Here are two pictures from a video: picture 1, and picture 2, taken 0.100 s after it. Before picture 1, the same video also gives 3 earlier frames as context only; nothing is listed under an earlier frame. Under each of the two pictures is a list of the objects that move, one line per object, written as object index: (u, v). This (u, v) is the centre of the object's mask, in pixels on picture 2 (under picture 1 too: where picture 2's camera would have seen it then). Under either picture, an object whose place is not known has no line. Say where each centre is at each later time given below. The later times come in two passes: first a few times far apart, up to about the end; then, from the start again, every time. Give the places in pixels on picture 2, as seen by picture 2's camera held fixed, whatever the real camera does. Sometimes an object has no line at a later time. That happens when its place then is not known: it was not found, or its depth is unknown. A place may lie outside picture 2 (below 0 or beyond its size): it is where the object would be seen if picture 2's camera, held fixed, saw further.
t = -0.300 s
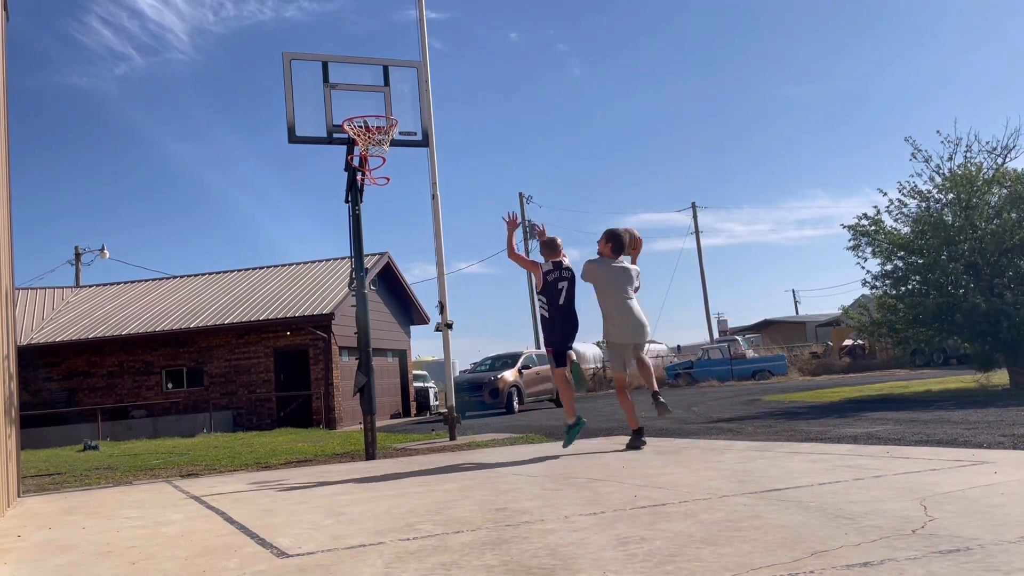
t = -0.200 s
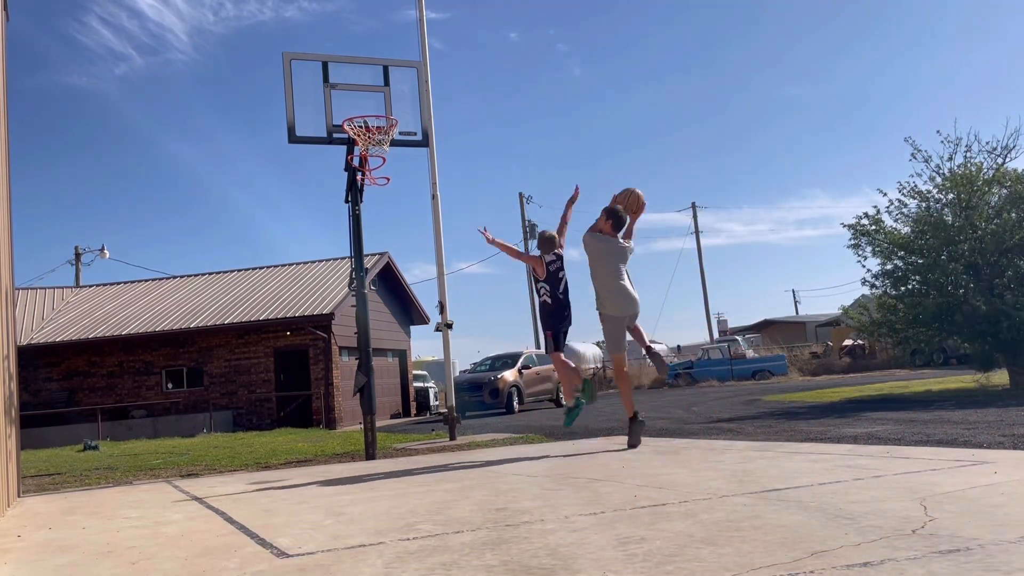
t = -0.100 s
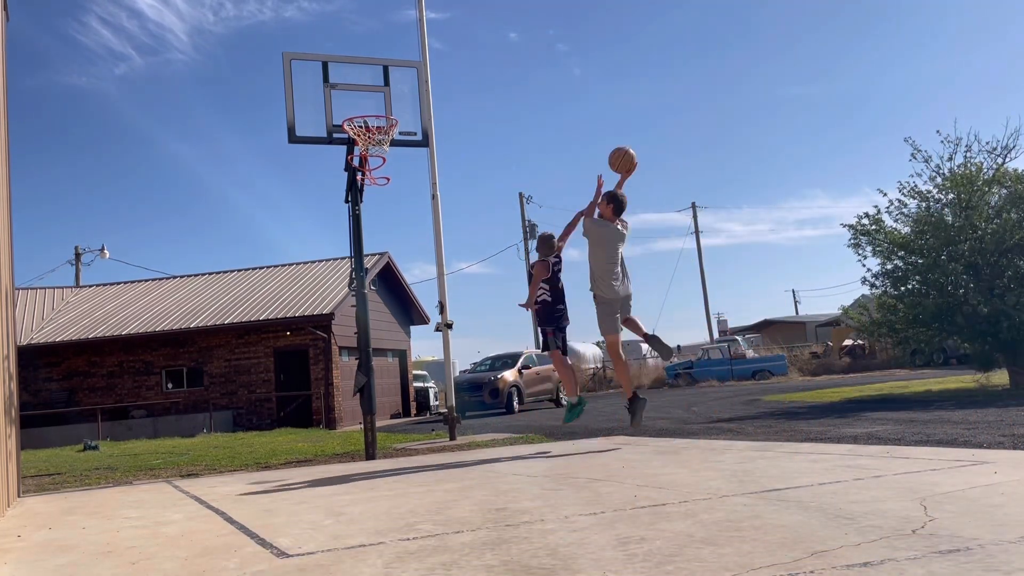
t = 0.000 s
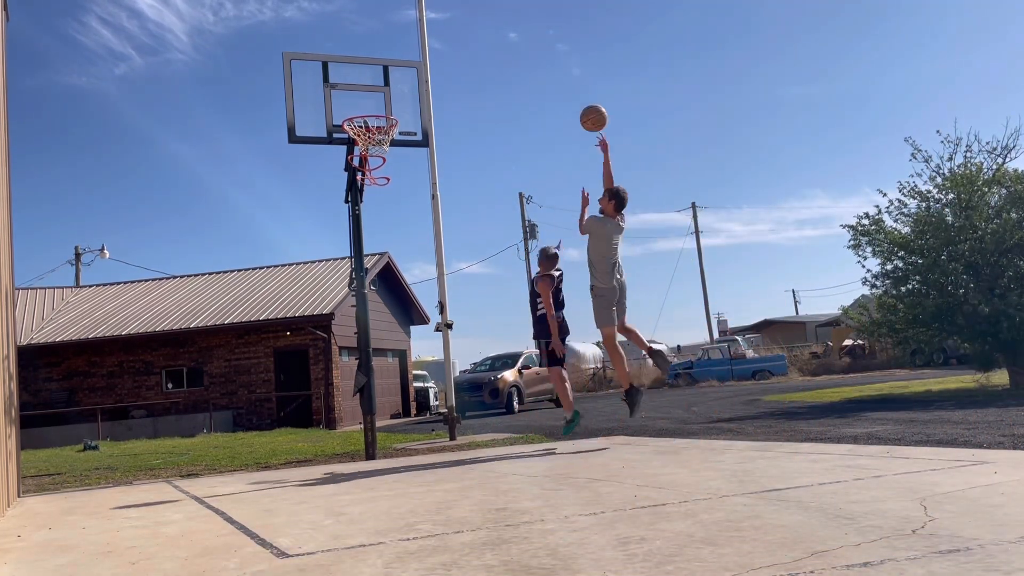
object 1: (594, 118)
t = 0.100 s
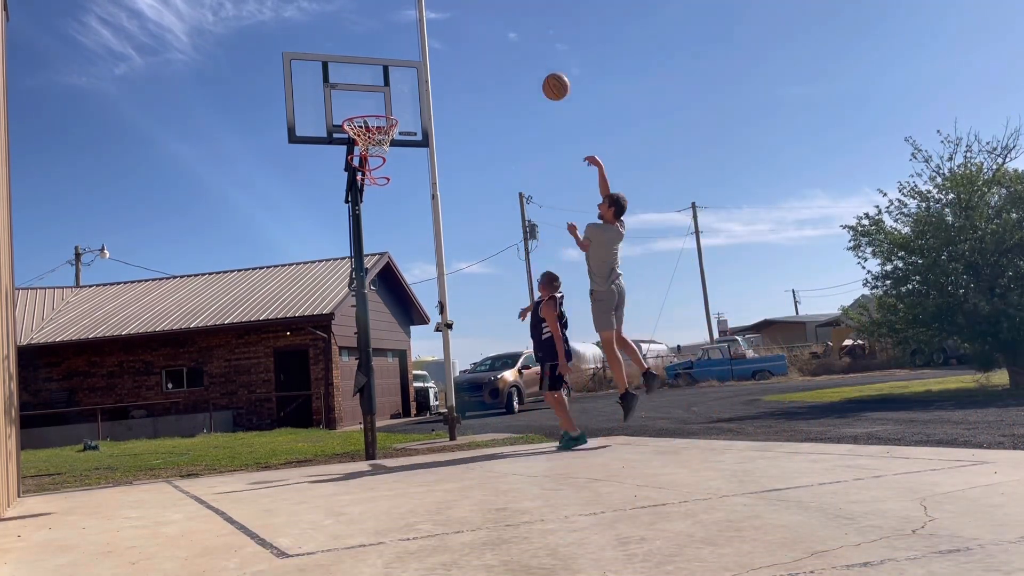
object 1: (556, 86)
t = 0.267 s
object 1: (496, 58)
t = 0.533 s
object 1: (408, 74)
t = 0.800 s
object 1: (355, 102)
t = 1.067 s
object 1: (348, 106)
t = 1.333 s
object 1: (353, 111)
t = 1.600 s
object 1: (364, 197)
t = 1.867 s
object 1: (382, 377)
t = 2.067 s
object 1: (390, 375)
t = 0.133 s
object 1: (543, 79)
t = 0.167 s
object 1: (531, 72)
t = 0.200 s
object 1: (519, 66)
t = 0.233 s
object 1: (508, 61)
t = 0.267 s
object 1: (496, 58)
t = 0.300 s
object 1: (485, 56)
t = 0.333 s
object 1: (473, 55)
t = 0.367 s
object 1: (462, 56)
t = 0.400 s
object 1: (451, 57)
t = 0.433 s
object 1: (440, 59)
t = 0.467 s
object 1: (430, 63)
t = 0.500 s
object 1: (419, 68)
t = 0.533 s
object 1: (408, 74)
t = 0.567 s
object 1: (398, 81)
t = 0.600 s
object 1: (388, 89)
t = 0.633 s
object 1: (378, 98)
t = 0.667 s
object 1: (368, 107)
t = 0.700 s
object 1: (359, 111)
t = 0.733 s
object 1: (358, 110)
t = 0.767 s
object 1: (357, 105)
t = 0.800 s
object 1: (355, 102)
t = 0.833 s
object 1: (354, 99)
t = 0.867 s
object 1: (353, 98)
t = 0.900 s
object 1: (351, 97)
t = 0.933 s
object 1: (350, 98)
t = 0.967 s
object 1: (349, 100)
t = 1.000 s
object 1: (348, 103)
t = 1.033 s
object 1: (347, 107)
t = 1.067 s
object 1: (348, 106)
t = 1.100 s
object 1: (348, 105)
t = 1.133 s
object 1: (349, 103)
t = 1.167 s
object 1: (350, 101)
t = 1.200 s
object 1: (350, 101)
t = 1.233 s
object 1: (351, 101)
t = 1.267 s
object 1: (351, 103)
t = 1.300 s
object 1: (352, 107)
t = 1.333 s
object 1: (353, 111)
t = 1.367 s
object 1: (354, 117)
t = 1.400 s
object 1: (355, 125)
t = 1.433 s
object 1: (357, 133)
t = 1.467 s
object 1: (358, 143)
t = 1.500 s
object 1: (360, 155)
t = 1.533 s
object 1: (361, 168)
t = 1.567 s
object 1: (363, 182)
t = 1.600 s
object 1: (364, 197)
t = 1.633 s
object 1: (366, 214)
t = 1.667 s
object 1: (368, 233)
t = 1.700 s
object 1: (370, 253)
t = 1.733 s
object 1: (373, 275)
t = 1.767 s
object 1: (375, 297)
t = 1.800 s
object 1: (377, 322)
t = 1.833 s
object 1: (380, 349)
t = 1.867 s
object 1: (382, 377)
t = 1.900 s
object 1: (385, 407)
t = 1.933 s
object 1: (388, 440)
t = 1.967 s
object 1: (389, 446)
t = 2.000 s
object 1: (389, 421)
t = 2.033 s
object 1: (390, 398)
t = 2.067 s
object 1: (390, 375)
